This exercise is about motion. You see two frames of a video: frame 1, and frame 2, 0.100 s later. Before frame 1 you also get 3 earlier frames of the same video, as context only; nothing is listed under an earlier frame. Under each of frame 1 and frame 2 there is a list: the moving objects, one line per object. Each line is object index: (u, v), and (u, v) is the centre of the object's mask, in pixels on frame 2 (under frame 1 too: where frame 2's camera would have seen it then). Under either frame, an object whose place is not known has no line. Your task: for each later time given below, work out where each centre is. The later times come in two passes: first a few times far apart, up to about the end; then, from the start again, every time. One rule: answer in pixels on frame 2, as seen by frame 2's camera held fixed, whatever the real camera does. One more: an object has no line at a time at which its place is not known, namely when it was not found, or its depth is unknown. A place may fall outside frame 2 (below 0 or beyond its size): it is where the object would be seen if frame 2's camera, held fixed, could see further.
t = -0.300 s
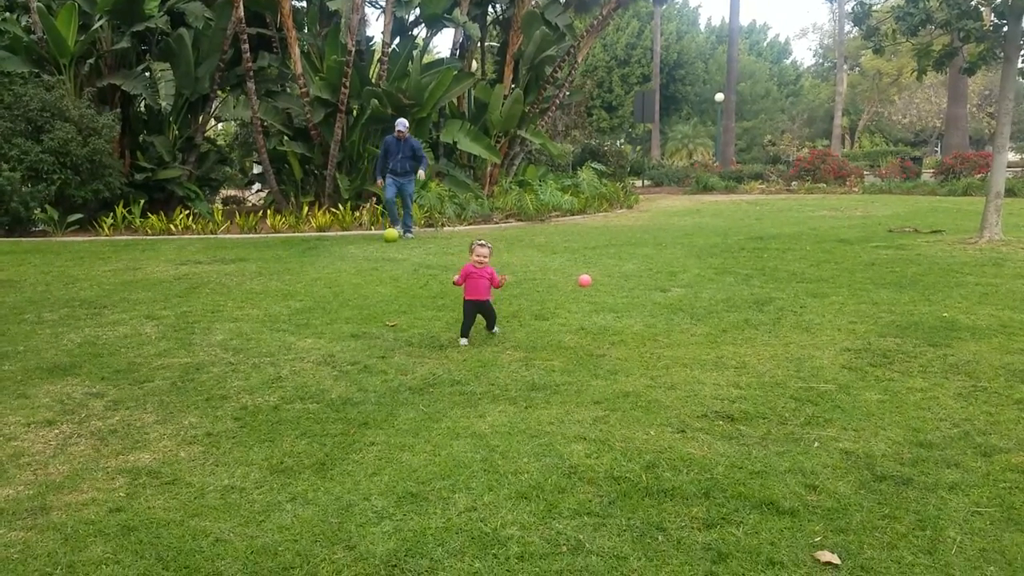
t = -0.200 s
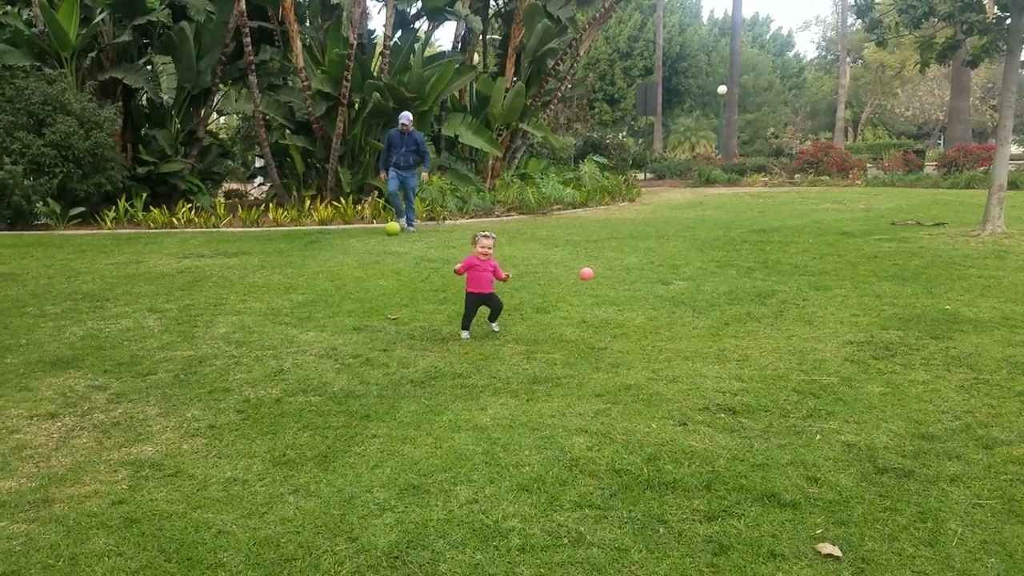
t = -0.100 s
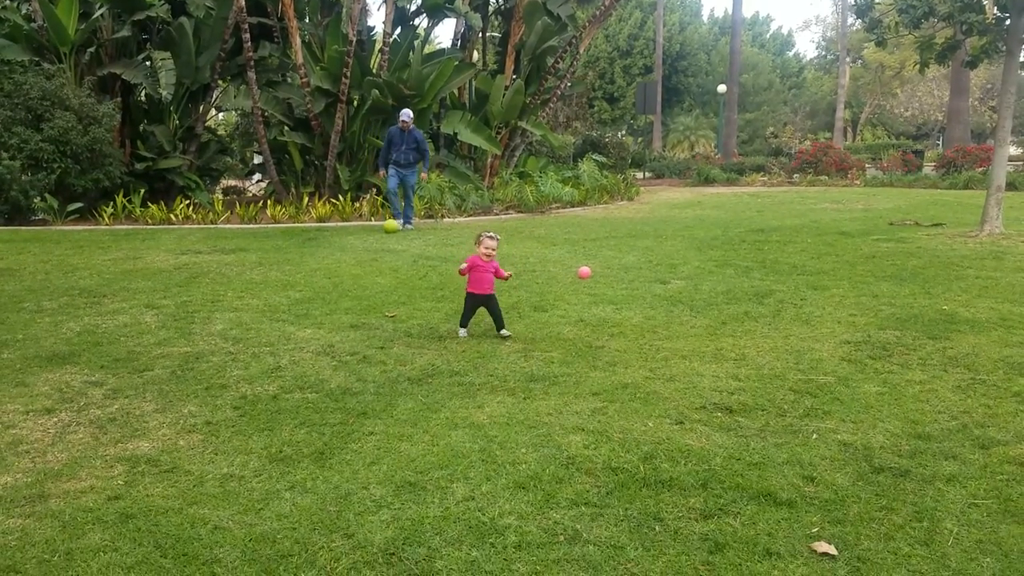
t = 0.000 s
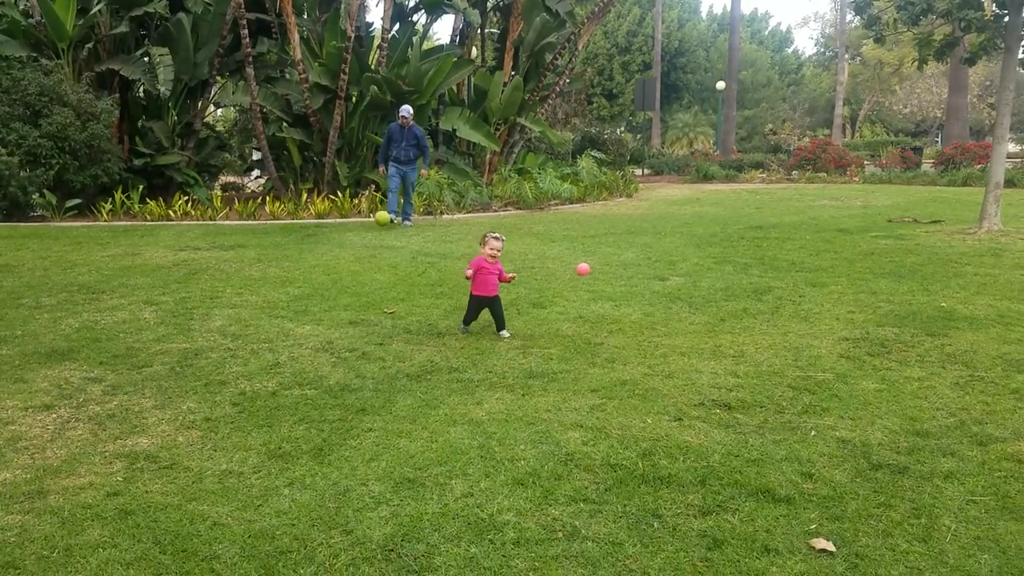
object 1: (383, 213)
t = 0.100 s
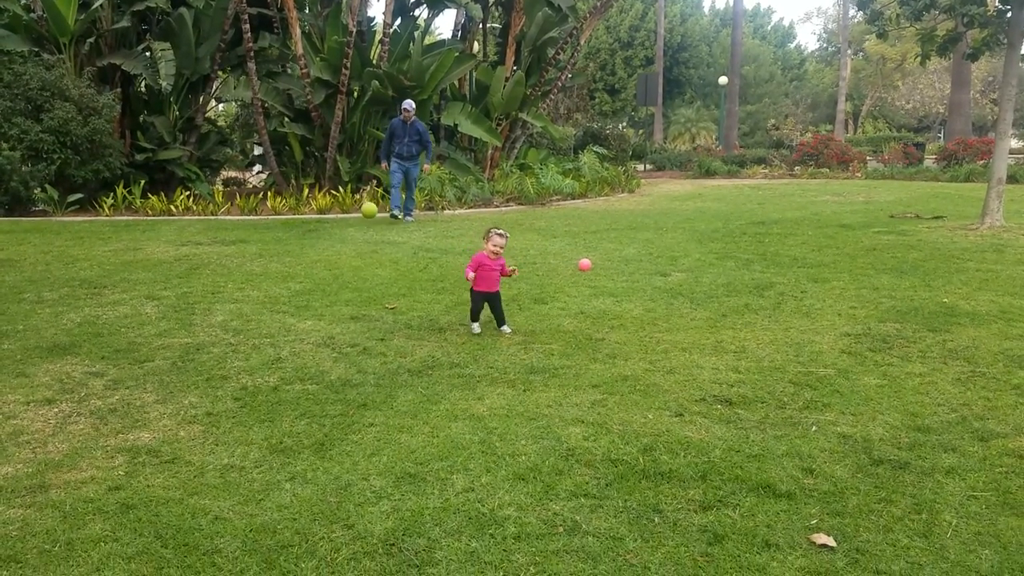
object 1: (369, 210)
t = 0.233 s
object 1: (348, 218)
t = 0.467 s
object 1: (316, 231)
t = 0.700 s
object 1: (290, 248)
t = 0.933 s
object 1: (260, 264)
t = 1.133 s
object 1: (231, 271)
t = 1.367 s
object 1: (190, 291)
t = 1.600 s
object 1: (140, 312)
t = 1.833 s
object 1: (79, 333)
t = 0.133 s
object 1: (364, 211)
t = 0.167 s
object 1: (358, 212)
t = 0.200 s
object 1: (353, 214)
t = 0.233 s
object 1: (348, 218)
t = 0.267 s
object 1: (342, 223)
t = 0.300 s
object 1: (337, 228)
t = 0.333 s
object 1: (331, 235)
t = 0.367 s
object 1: (327, 236)
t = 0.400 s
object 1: (323, 233)
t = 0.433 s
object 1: (320, 232)
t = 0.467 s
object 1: (316, 231)
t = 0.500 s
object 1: (312, 232)
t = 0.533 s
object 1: (309, 234)
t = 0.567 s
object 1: (306, 236)
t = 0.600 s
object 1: (302, 239)
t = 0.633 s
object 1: (298, 245)
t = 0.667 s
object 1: (294, 249)
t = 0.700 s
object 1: (290, 248)
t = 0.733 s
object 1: (286, 247)
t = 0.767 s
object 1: (281, 246)
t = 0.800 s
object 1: (277, 247)
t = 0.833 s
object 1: (273, 250)
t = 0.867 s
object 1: (269, 253)
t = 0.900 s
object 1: (264, 259)
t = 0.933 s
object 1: (260, 264)
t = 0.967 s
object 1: (255, 266)
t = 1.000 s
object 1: (251, 264)
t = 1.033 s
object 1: (245, 263)
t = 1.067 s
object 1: (241, 265)
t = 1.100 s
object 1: (236, 267)
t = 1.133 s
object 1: (231, 271)
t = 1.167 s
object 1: (225, 275)
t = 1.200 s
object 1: (220, 280)
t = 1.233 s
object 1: (214, 280)
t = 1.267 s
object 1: (208, 282)
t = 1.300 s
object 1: (202, 284)
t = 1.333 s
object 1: (196, 287)
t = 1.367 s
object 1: (190, 291)
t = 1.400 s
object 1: (185, 292)
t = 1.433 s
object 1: (177, 295)
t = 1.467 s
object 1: (170, 299)
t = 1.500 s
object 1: (163, 302)
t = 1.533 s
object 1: (155, 306)
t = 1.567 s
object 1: (147, 309)
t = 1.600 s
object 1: (140, 312)
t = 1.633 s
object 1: (132, 316)
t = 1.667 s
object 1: (123, 320)
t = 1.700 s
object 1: (114, 322)
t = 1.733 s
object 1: (106, 324)
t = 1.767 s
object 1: (97, 327)
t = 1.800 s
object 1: (87, 330)
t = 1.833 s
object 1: (79, 333)
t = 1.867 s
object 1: (69, 336)
